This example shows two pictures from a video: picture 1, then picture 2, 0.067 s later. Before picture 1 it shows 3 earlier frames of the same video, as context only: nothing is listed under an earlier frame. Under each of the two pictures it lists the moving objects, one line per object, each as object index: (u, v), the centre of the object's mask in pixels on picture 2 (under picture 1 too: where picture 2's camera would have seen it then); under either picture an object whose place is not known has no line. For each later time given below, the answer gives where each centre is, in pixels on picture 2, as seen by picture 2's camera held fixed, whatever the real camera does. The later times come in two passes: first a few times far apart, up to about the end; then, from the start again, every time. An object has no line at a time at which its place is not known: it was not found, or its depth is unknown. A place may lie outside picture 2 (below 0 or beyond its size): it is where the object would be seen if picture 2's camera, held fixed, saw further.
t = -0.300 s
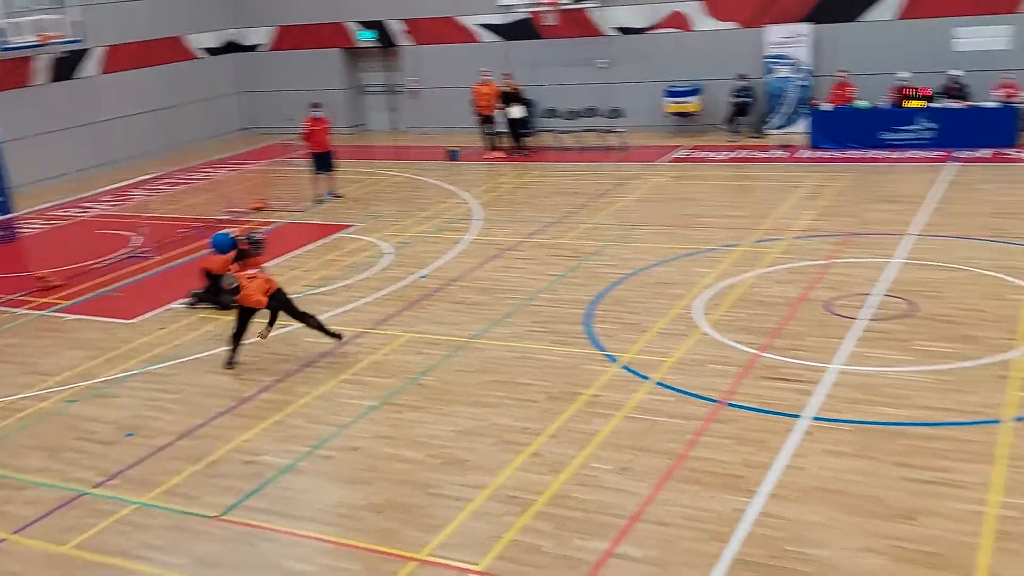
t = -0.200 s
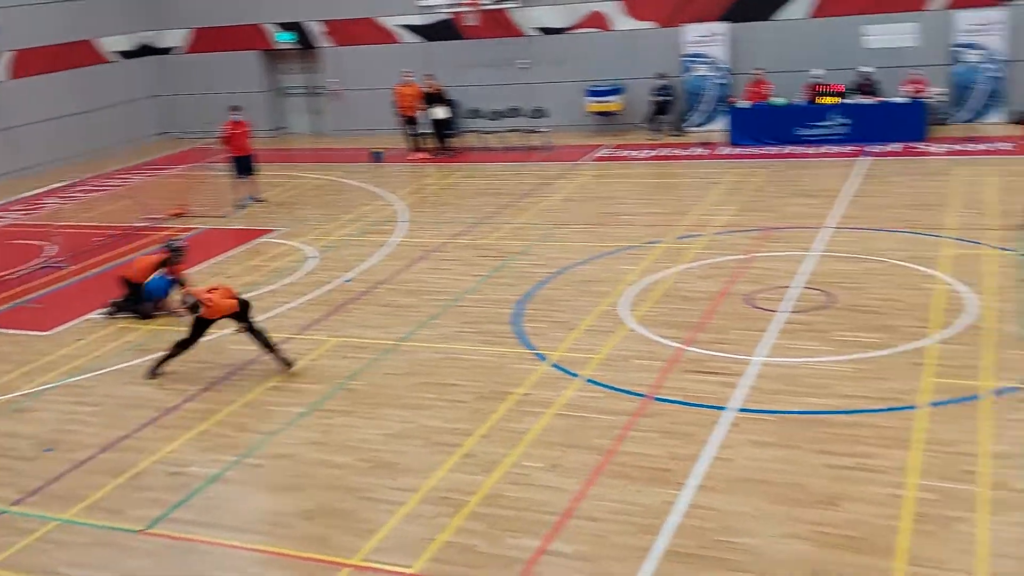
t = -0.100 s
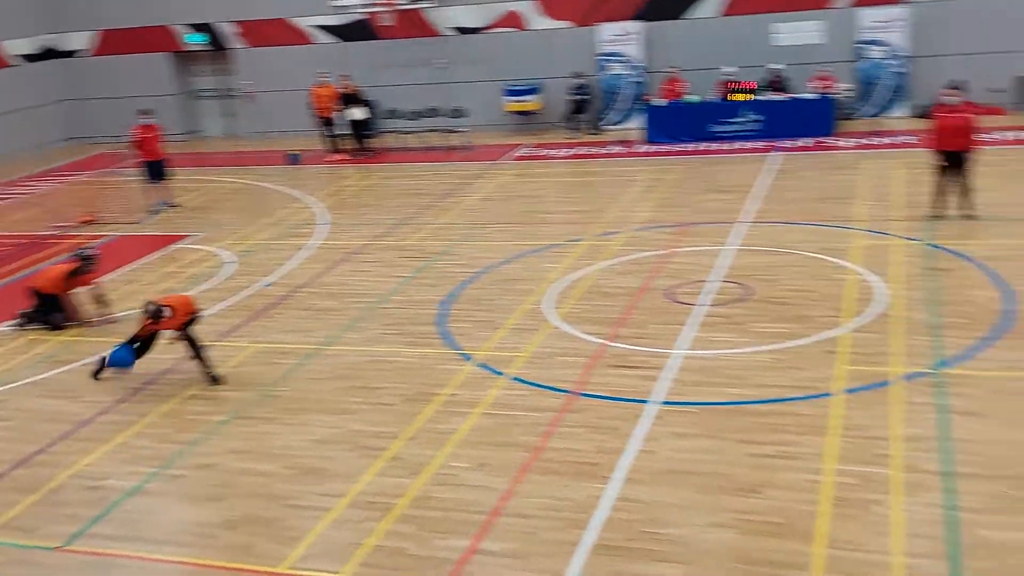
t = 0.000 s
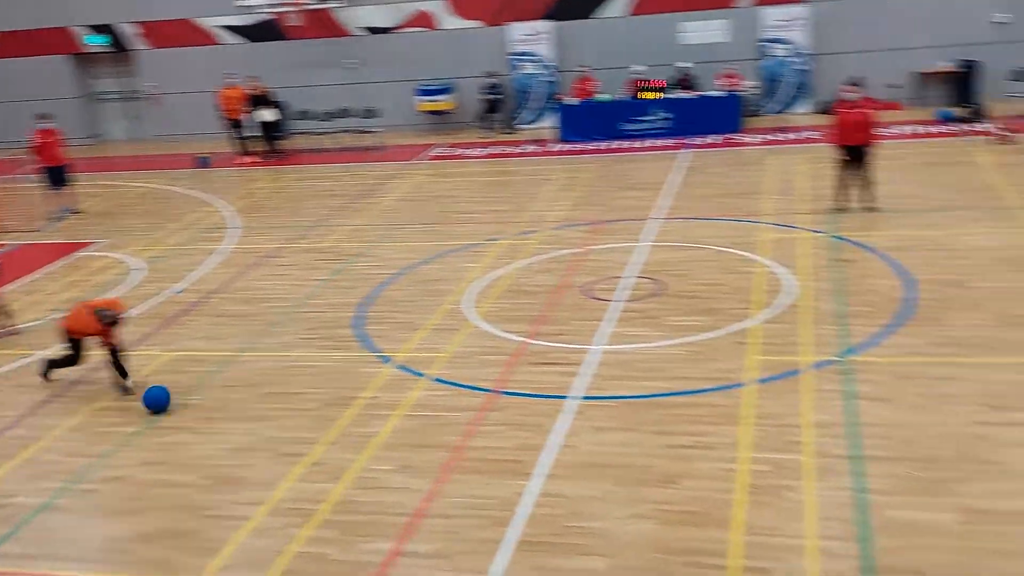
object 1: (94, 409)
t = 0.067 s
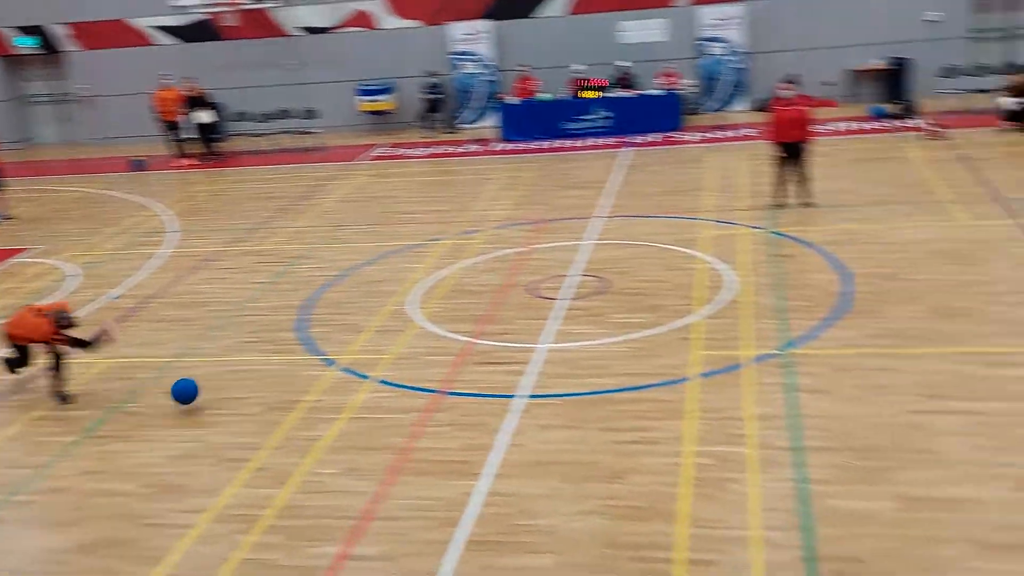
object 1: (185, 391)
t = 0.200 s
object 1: (362, 374)
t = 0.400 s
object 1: (590, 355)
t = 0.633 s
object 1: (832, 332)
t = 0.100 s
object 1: (229, 385)
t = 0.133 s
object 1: (273, 381)
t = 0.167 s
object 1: (317, 377)
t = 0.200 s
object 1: (362, 374)
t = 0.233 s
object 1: (407, 374)
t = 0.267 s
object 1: (448, 373)
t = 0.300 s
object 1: (483, 366)
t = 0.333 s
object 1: (519, 361)
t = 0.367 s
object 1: (554, 357)
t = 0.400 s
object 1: (590, 355)
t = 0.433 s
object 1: (625, 353)
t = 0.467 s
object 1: (660, 354)
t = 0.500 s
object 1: (696, 355)
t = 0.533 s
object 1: (729, 347)
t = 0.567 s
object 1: (763, 340)
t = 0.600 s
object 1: (797, 336)
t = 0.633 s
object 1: (832, 332)
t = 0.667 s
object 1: (866, 329)
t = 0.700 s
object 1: (900, 328)
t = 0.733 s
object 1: (935, 329)
